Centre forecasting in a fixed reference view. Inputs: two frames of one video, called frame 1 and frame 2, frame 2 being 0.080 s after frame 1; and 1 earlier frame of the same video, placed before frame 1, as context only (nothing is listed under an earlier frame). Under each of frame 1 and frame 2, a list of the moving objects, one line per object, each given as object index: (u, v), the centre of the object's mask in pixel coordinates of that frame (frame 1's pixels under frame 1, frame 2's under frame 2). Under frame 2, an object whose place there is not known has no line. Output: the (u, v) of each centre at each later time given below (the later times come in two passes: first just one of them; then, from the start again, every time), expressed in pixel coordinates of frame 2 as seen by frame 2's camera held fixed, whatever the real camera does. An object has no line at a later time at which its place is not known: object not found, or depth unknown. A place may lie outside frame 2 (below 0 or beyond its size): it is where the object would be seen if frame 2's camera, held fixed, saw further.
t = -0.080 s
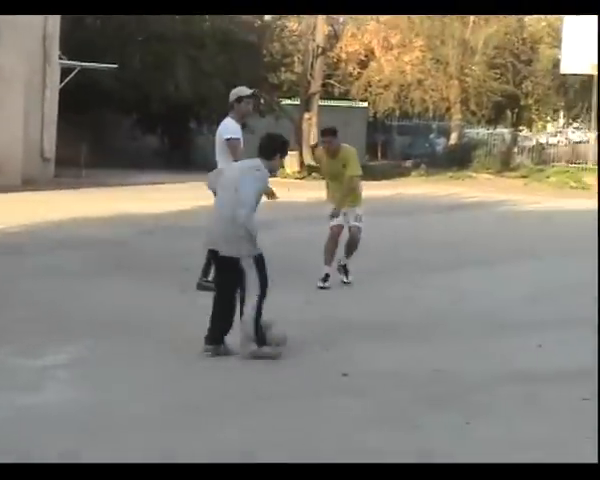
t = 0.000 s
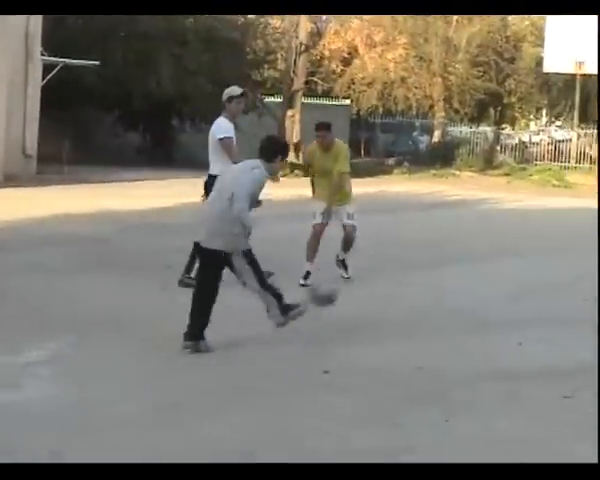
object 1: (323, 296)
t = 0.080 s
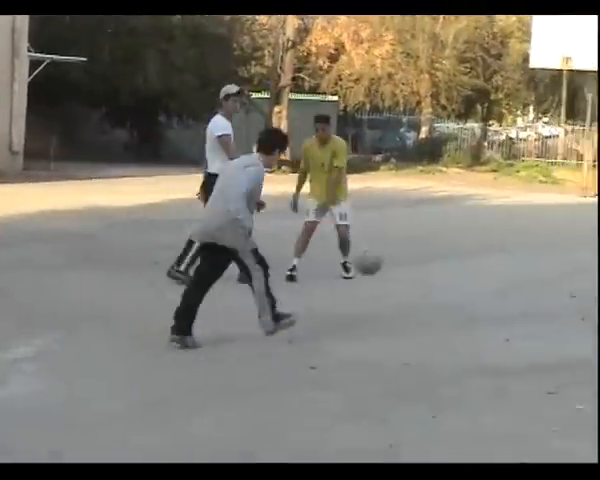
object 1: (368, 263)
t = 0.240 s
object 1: (454, 238)
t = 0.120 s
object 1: (392, 253)
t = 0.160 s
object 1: (414, 245)
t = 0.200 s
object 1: (435, 240)
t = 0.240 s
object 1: (454, 238)
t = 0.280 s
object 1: (472, 234)
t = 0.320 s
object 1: (488, 236)
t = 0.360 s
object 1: (502, 238)
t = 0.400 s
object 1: (515, 241)
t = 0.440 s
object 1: (527, 245)
